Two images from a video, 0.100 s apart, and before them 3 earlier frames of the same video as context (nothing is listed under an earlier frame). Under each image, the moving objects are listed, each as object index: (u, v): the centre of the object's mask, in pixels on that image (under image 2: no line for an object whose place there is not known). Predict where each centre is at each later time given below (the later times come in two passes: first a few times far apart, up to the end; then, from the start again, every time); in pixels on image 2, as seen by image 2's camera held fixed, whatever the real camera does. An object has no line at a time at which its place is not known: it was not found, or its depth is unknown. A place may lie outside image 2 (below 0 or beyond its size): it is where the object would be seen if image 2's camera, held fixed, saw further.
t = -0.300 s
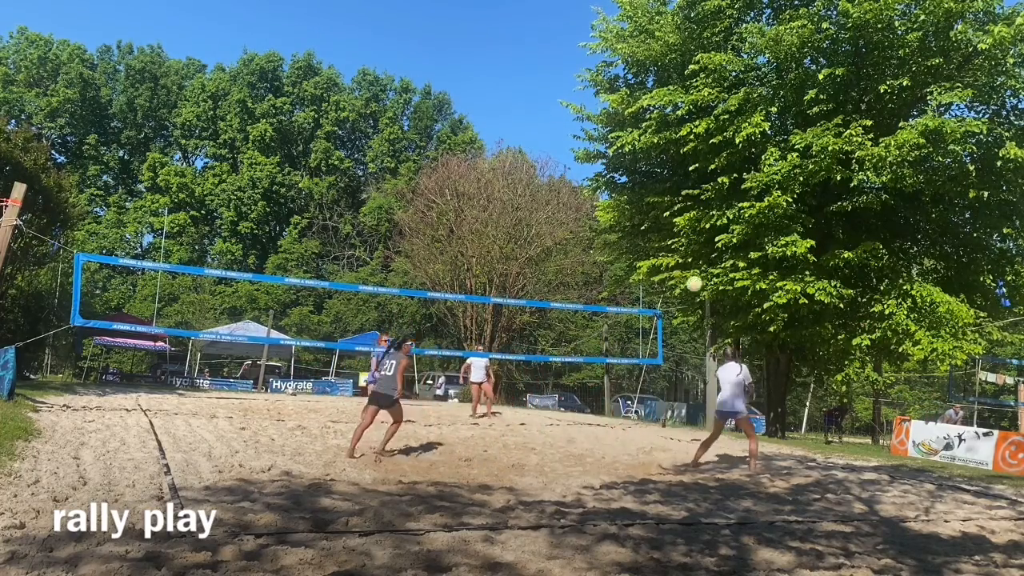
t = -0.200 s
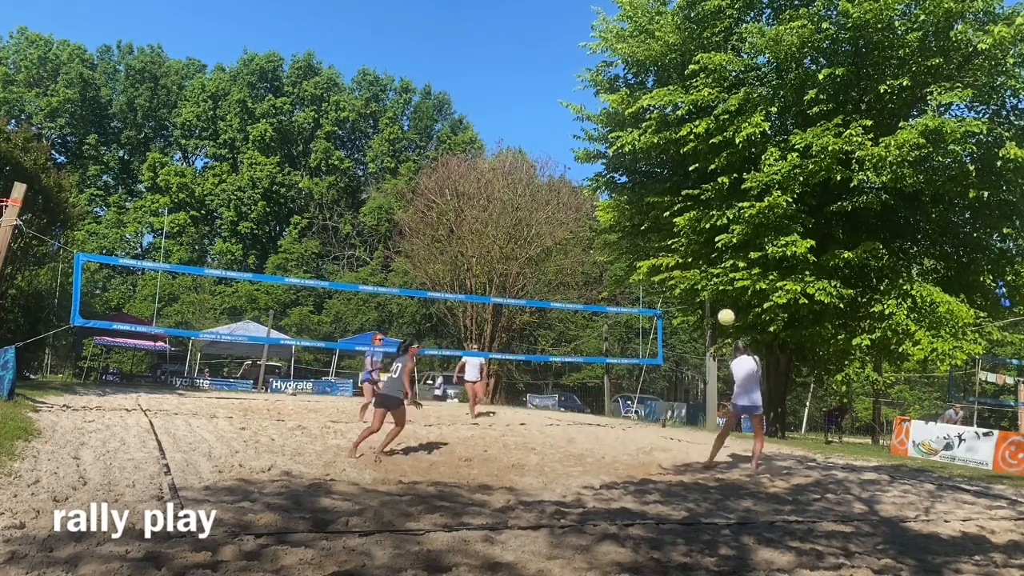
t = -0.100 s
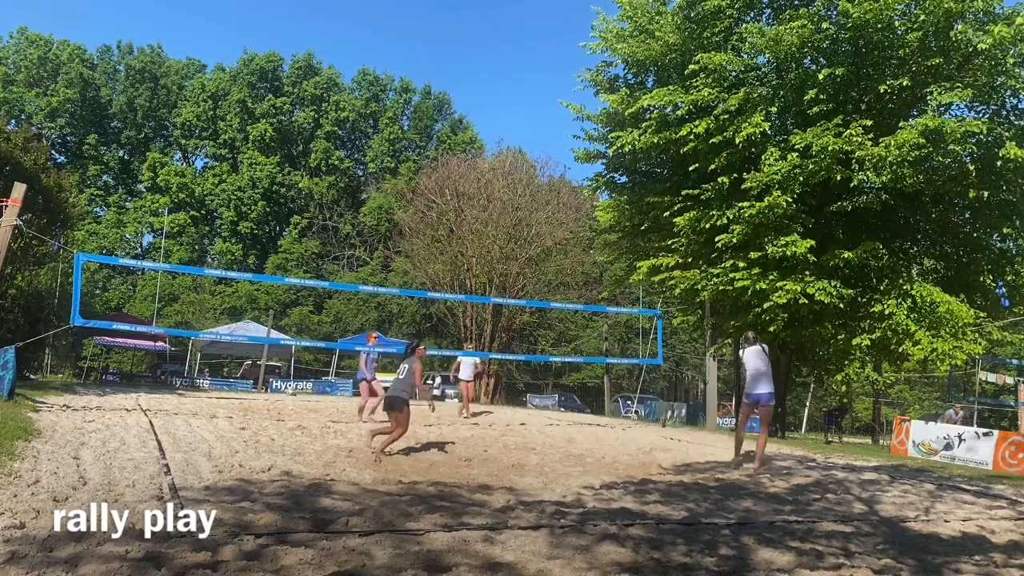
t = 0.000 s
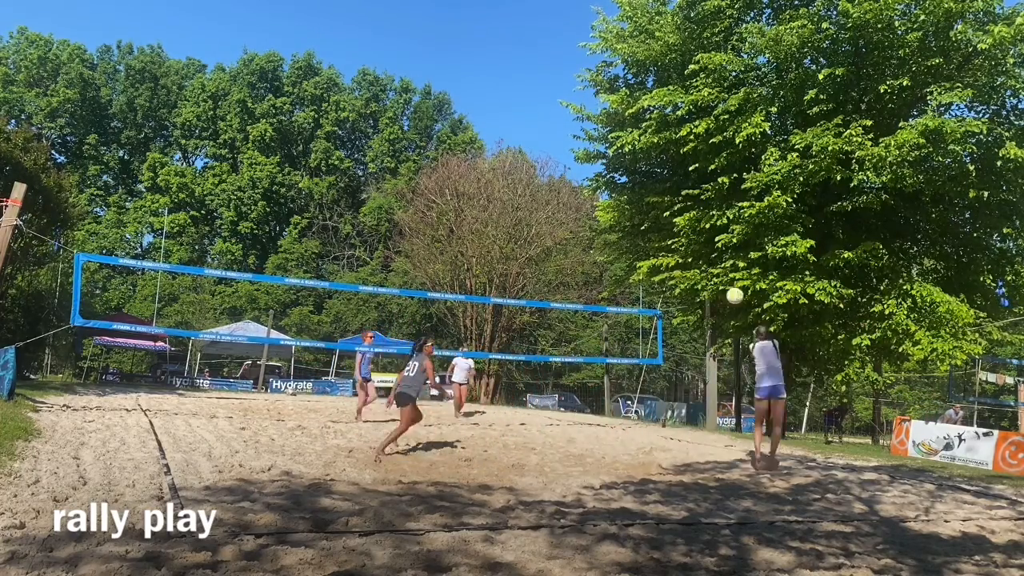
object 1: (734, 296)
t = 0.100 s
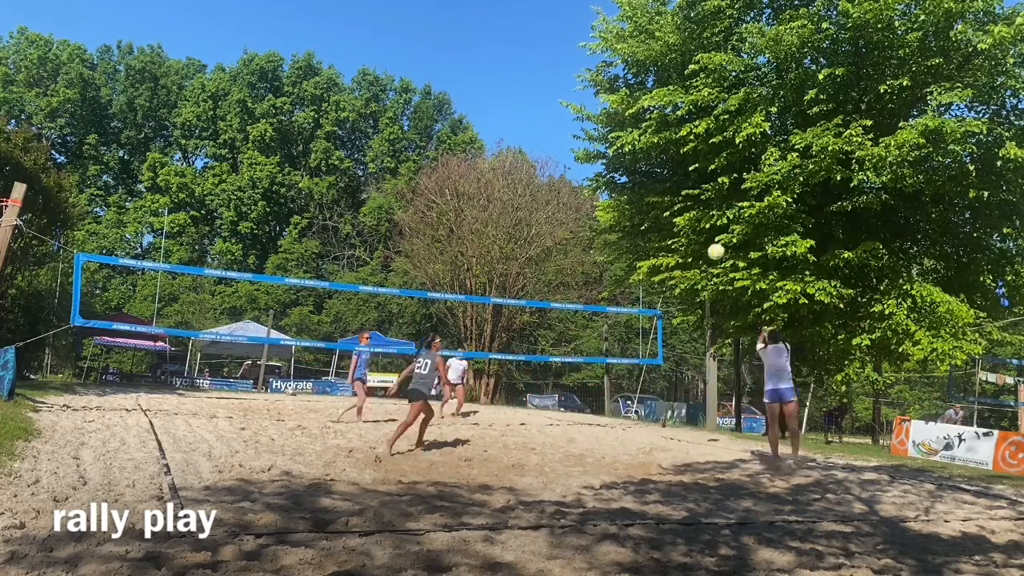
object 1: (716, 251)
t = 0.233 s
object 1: (691, 206)
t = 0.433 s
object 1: (656, 166)
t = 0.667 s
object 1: (616, 154)
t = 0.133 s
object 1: (709, 239)
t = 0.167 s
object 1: (703, 227)
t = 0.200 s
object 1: (697, 216)
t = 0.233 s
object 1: (691, 206)
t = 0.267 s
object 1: (685, 197)
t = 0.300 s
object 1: (679, 189)
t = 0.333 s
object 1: (673, 182)
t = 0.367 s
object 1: (667, 176)
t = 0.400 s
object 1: (662, 170)
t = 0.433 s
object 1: (656, 166)
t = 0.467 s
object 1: (650, 161)
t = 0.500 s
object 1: (644, 159)
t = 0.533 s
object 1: (639, 156)
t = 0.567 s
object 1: (633, 154)
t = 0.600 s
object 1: (627, 153)
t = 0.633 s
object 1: (621, 153)
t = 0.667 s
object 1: (616, 154)
